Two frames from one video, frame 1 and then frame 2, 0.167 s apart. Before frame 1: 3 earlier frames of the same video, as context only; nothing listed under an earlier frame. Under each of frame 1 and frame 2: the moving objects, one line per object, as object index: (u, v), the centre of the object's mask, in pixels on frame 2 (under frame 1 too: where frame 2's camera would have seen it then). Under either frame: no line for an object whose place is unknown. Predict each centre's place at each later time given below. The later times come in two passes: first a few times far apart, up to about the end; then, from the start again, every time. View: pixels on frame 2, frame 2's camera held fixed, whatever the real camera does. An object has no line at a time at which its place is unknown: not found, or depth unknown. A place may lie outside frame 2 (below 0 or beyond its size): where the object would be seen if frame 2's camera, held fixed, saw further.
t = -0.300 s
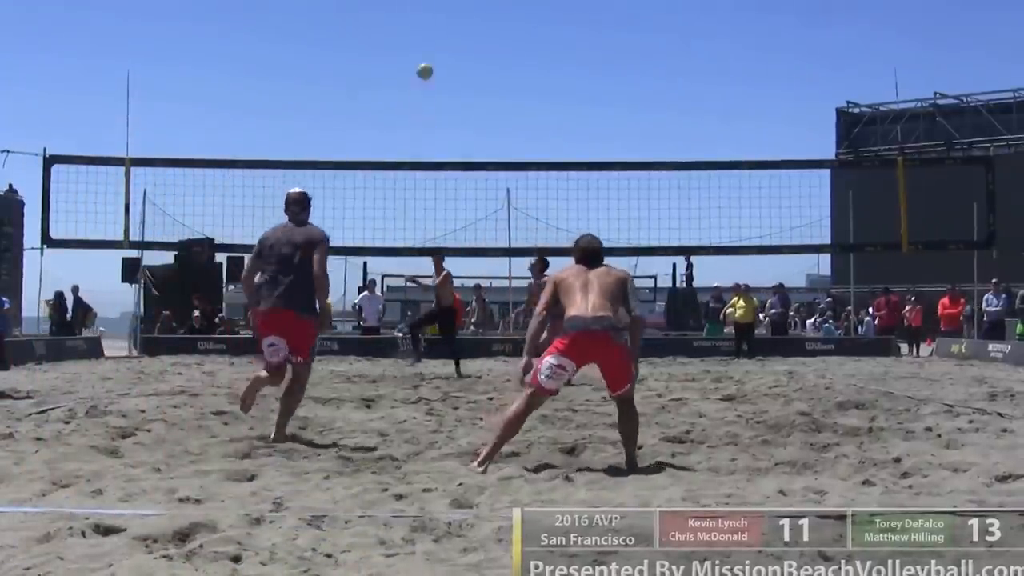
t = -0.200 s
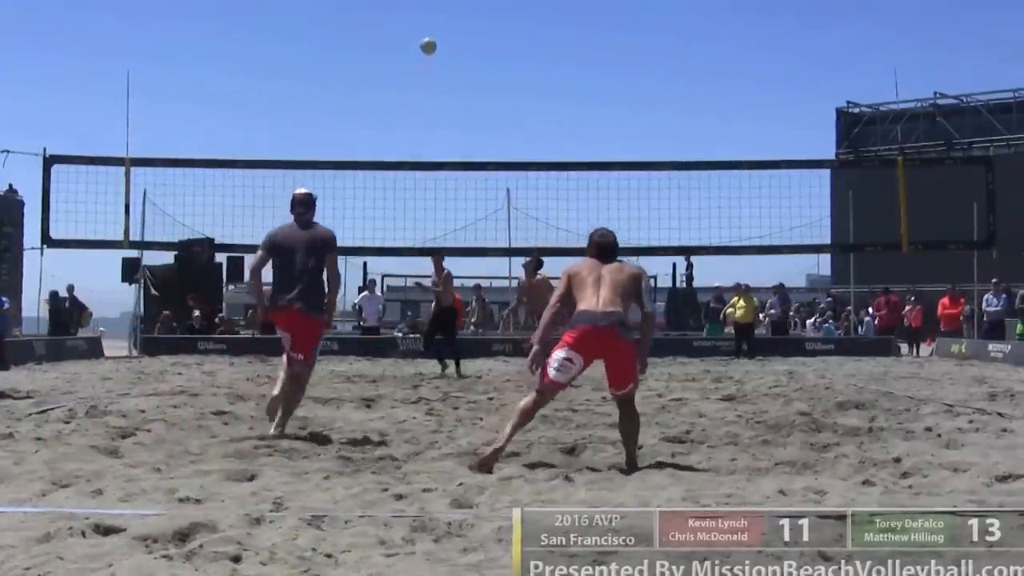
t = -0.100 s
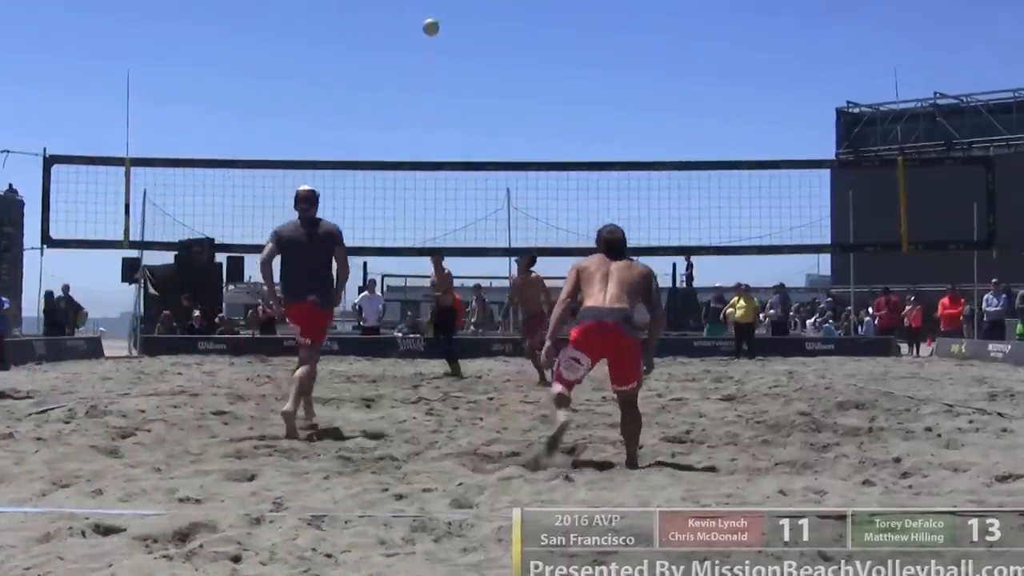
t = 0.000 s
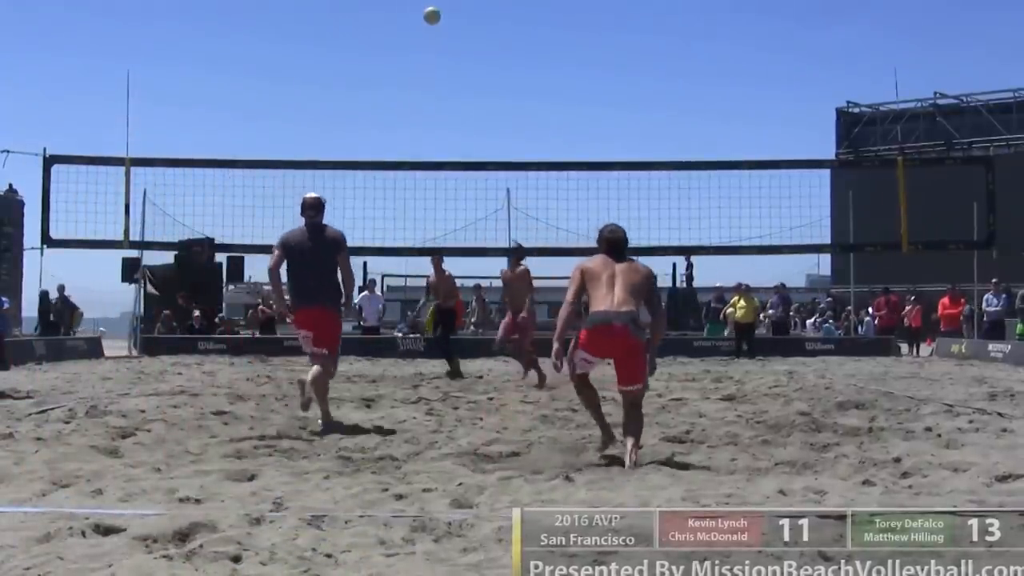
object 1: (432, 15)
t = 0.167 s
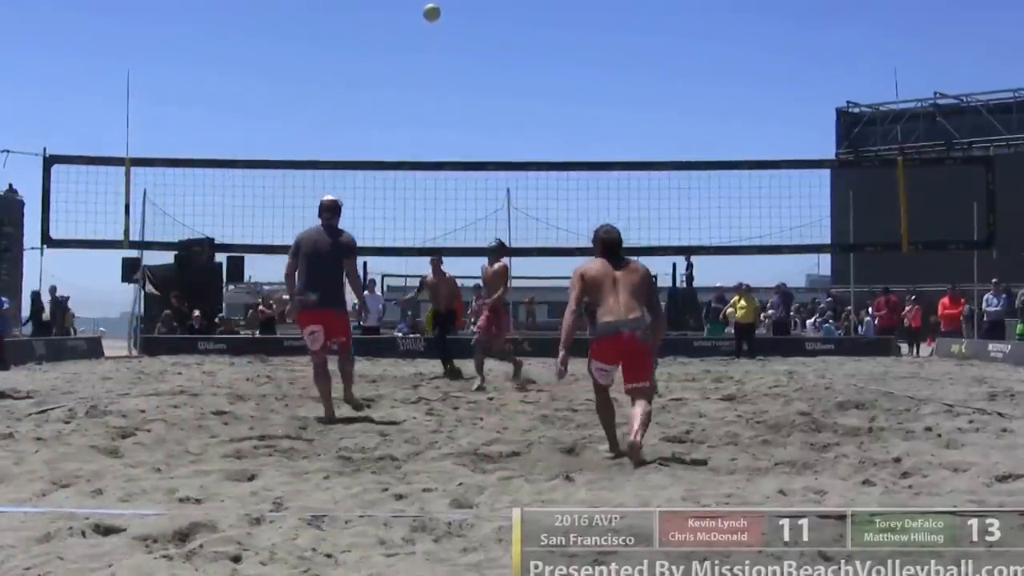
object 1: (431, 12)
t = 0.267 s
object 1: (429, 21)
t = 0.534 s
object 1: (416, 84)
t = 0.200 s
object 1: (431, 15)
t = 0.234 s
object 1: (430, 17)
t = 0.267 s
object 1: (429, 21)
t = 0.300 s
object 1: (428, 26)
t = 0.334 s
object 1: (426, 31)
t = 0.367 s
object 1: (425, 38)
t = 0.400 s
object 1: (424, 45)
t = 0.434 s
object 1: (422, 54)
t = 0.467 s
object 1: (420, 63)
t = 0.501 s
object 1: (418, 73)
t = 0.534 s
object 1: (416, 84)
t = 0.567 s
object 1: (414, 97)
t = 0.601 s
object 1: (412, 109)
